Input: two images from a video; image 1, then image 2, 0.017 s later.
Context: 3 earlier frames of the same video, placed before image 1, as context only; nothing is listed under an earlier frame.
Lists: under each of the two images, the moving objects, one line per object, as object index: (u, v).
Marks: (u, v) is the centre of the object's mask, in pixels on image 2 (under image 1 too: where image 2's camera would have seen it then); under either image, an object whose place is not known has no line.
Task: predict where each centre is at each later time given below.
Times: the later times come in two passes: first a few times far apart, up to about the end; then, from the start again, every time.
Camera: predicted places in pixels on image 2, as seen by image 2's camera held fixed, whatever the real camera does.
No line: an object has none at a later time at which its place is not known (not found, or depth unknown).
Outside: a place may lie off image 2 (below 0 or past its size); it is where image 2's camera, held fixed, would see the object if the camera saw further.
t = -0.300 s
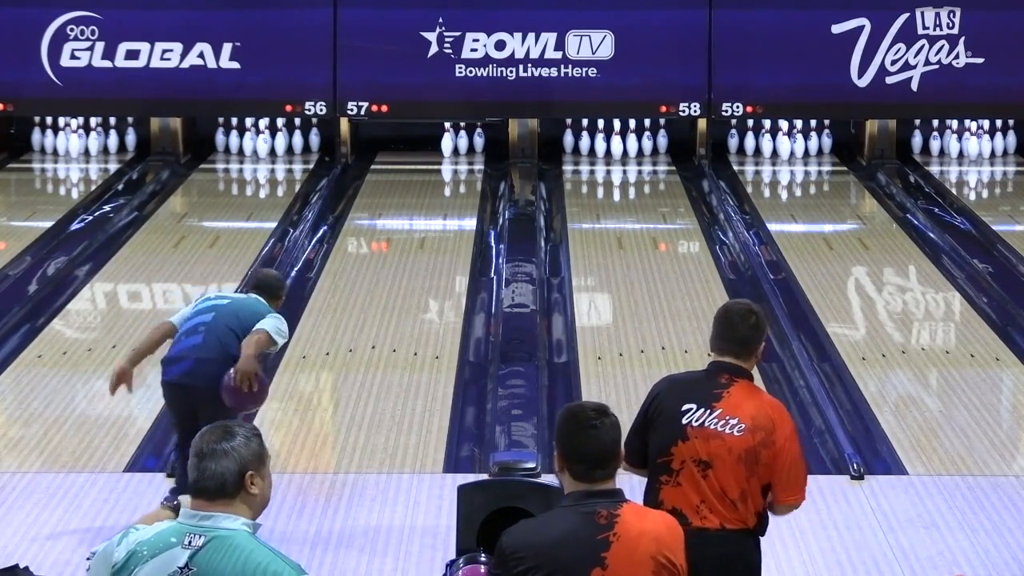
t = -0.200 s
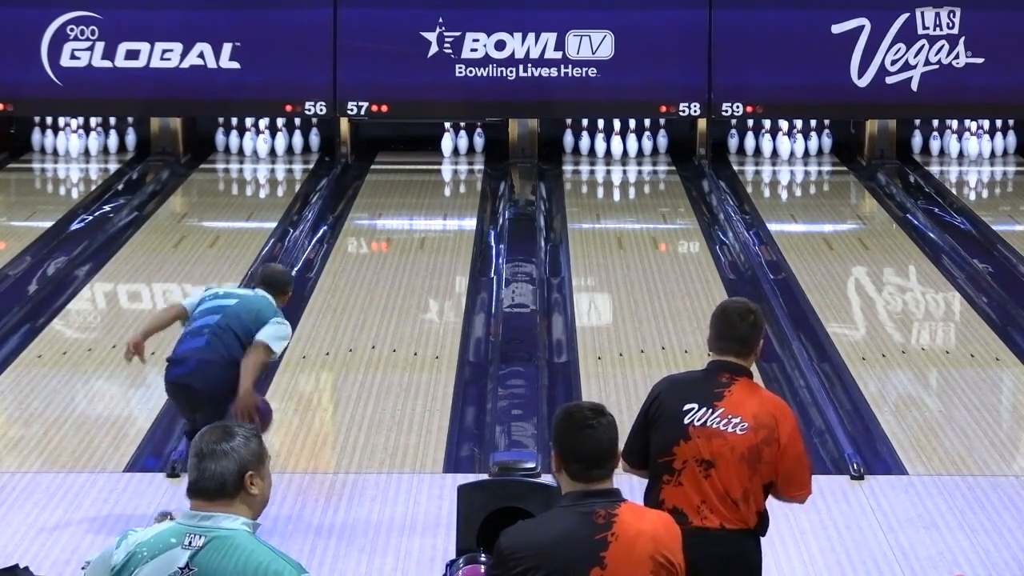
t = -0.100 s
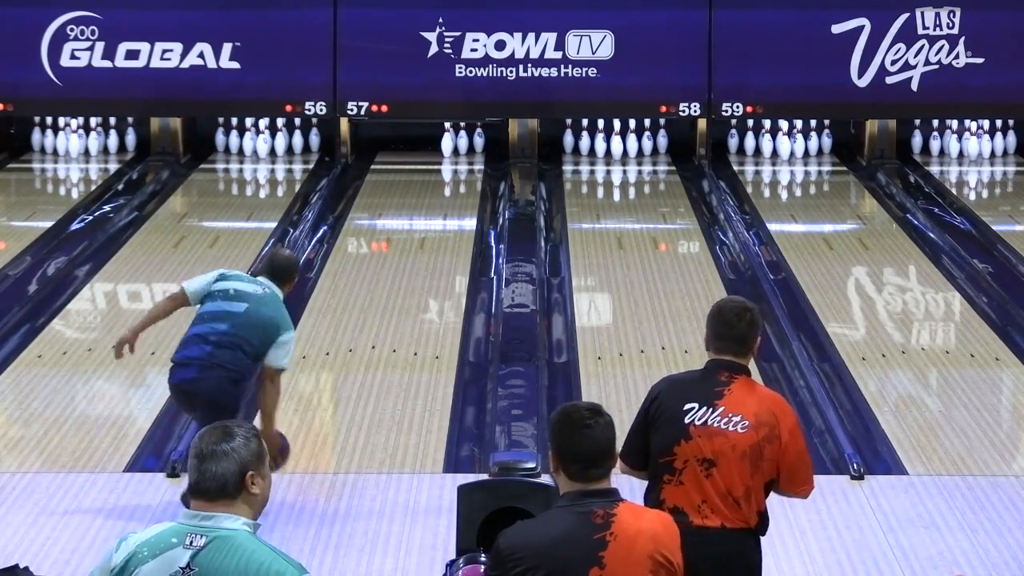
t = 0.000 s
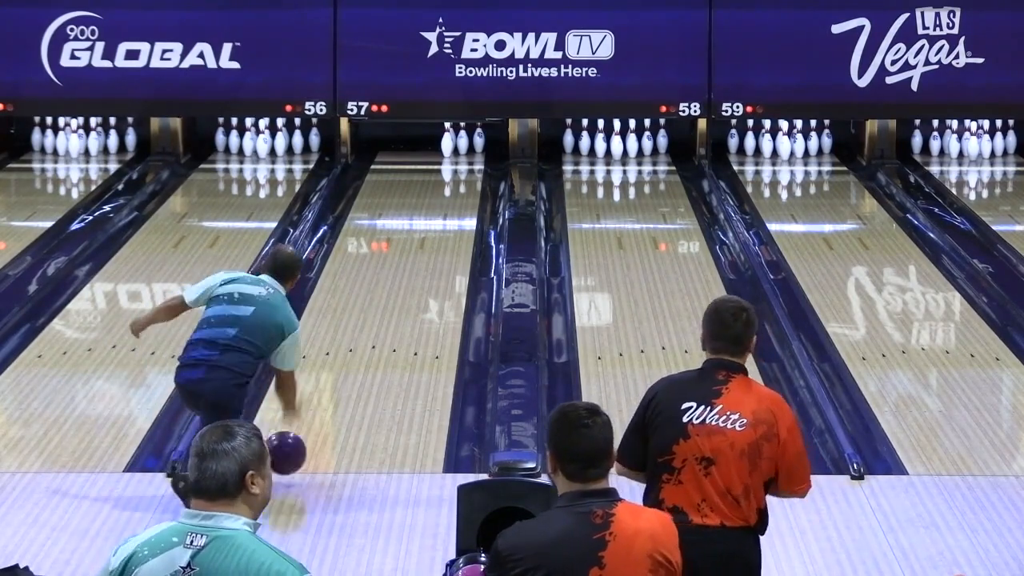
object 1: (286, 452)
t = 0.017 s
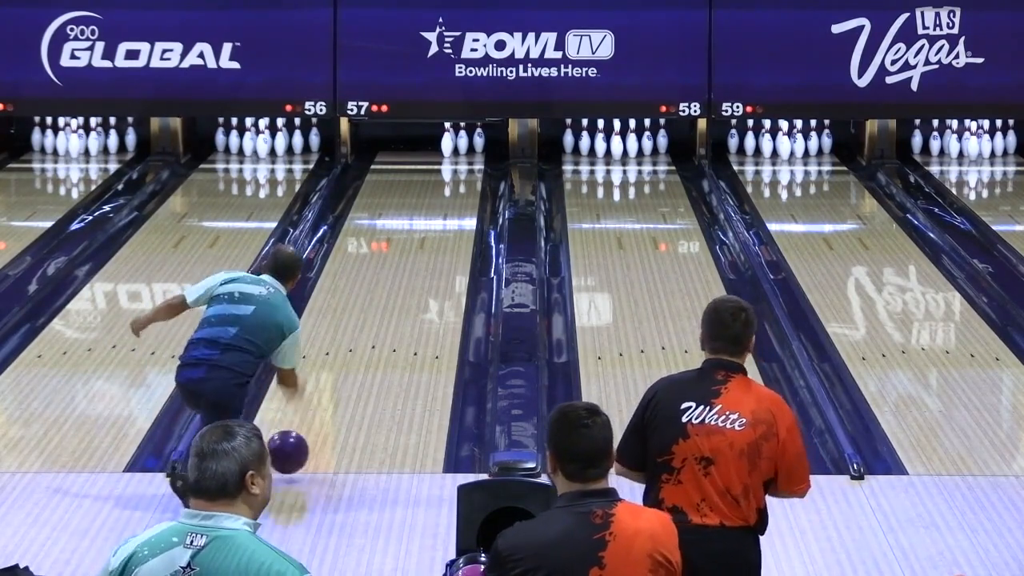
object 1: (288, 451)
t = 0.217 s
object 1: (315, 408)
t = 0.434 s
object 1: (339, 362)
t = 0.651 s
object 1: (360, 323)
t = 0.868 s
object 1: (378, 289)
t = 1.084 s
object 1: (393, 260)
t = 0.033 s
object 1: (290, 451)
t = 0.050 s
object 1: (292, 450)
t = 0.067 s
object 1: (295, 444)
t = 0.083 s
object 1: (297, 439)
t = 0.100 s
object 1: (299, 434)
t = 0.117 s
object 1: (302, 430)
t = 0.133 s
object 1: (304, 427)
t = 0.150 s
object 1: (306, 424)
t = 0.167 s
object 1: (308, 420)
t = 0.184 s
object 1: (310, 416)
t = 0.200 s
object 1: (312, 412)
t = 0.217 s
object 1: (315, 408)
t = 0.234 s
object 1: (317, 404)
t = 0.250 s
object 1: (319, 401)
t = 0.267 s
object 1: (321, 397)
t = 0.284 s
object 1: (323, 393)
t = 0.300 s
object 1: (325, 390)
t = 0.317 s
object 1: (327, 386)
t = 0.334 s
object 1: (329, 383)
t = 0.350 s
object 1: (330, 379)
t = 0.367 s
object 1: (332, 376)
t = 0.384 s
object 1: (334, 372)
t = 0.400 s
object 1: (336, 369)
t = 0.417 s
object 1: (338, 366)
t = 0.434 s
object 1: (339, 362)
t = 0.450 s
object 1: (341, 359)
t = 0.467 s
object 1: (343, 356)
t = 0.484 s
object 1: (344, 353)
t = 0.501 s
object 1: (346, 350)
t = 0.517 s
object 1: (347, 350)
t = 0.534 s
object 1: (346, 348)
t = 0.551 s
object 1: (357, 338)
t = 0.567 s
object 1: (355, 337)
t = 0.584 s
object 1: (354, 335)
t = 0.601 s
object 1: (355, 332)
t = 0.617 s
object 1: (357, 329)
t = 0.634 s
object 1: (359, 326)
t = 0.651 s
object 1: (360, 323)
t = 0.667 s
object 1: (362, 321)
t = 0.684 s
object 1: (363, 318)
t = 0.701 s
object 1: (364, 315)
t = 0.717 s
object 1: (366, 312)
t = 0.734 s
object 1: (367, 310)
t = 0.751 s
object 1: (368, 307)
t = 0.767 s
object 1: (370, 305)
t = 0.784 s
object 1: (371, 302)
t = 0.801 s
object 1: (373, 299)
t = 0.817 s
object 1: (374, 297)
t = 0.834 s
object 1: (375, 294)
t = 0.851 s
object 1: (376, 292)
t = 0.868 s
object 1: (378, 289)
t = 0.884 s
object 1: (379, 287)
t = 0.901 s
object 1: (380, 285)
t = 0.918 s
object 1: (382, 282)
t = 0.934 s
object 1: (383, 280)
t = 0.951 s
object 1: (384, 278)
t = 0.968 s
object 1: (385, 276)
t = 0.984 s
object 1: (386, 273)
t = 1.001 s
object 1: (387, 271)
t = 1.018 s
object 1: (388, 269)
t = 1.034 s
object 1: (389, 267)
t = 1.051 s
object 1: (391, 264)
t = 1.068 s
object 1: (392, 262)
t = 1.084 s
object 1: (393, 260)
